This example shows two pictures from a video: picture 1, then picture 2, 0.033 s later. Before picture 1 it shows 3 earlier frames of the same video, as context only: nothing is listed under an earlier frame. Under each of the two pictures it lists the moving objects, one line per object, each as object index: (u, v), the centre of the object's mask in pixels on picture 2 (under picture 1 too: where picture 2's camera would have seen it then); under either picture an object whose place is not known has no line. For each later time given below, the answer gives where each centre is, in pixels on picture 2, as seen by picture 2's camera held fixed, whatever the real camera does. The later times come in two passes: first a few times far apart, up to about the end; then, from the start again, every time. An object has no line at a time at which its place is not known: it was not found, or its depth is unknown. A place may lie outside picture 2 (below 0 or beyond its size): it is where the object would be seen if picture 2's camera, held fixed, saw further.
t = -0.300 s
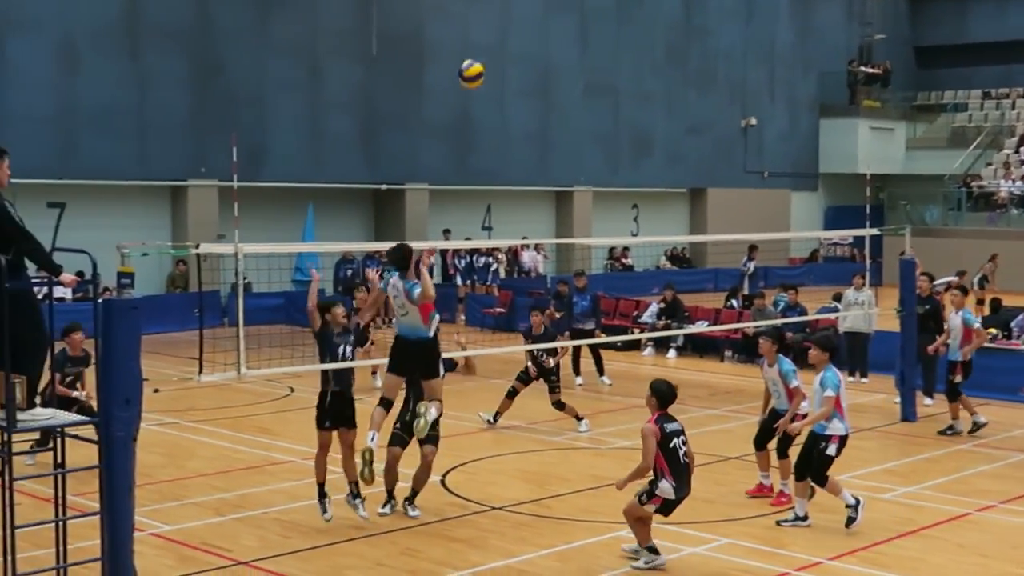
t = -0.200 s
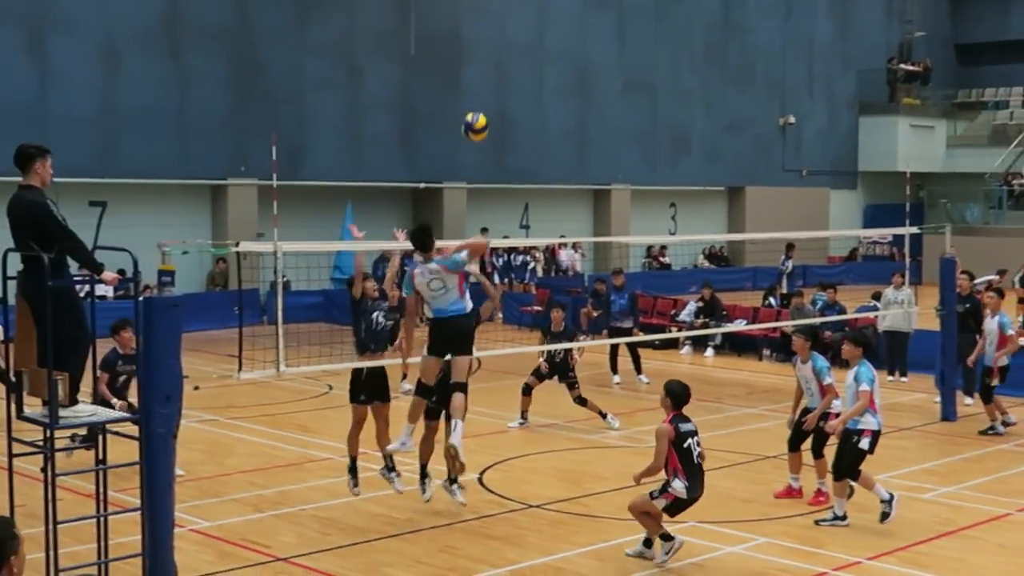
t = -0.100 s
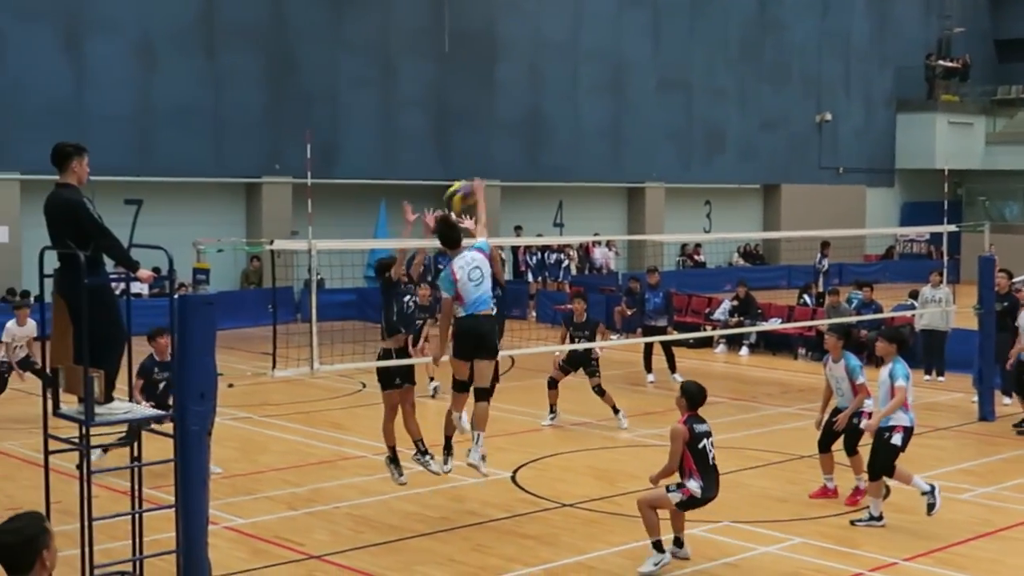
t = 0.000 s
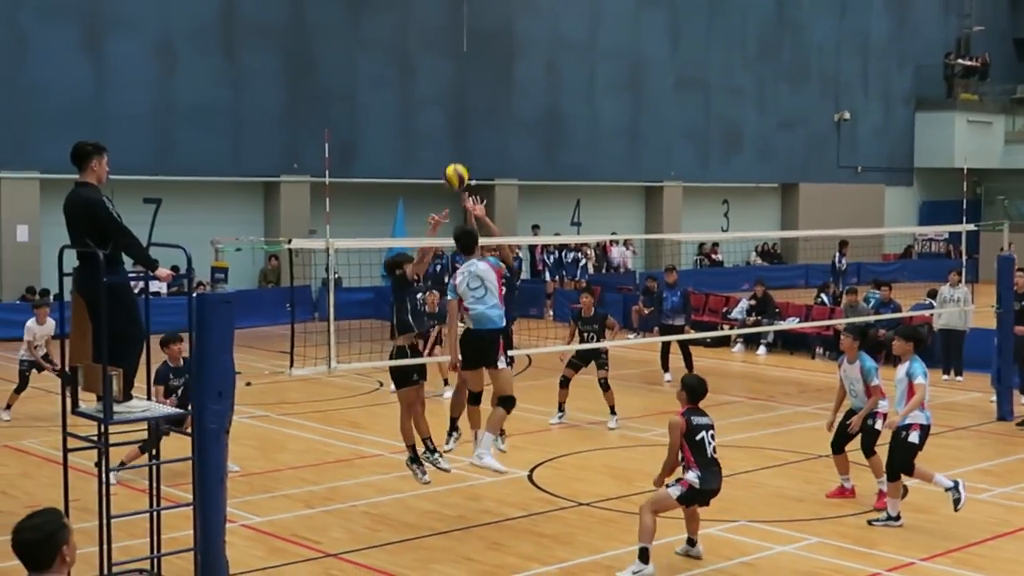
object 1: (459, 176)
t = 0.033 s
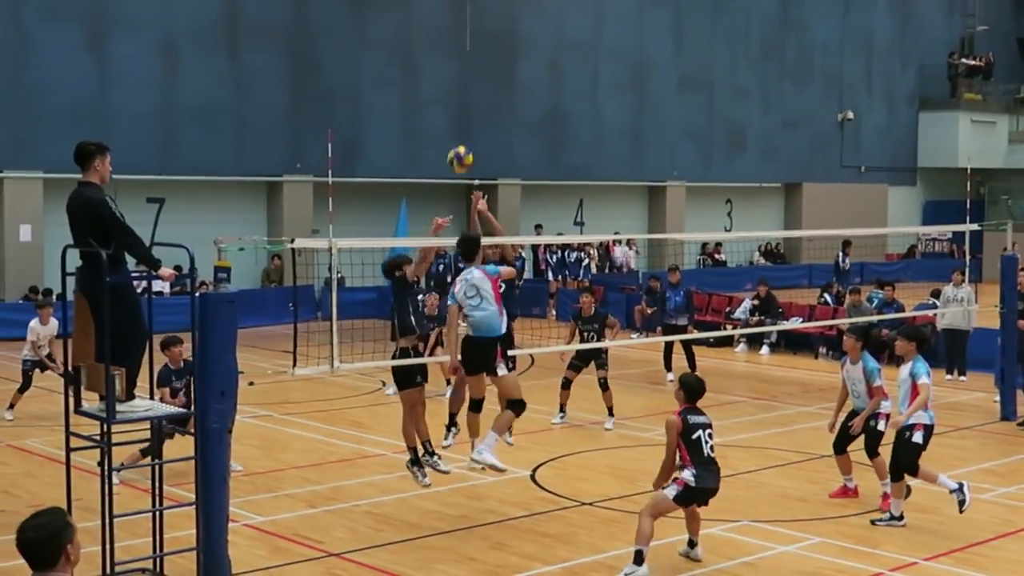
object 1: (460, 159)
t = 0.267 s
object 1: (471, 78)
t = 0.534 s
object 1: (481, 64)
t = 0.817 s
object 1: (492, 136)
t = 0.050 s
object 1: (461, 151)
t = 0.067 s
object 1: (461, 144)
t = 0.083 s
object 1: (462, 136)
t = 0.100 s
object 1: (464, 129)
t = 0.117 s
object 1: (465, 122)
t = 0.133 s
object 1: (465, 116)
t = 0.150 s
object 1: (466, 111)
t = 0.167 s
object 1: (466, 105)
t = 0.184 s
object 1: (467, 100)
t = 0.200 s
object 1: (468, 95)
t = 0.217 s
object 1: (469, 90)
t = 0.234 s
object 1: (470, 85)
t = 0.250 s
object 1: (470, 81)
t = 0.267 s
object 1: (471, 78)
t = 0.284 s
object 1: (472, 75)
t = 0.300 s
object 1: (472, 72)
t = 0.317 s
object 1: (473, 69)
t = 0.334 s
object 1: (474, 67)
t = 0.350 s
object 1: (475, 65)
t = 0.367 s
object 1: (475, 63)
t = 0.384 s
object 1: (476, 62)
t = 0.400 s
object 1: (476, 61)
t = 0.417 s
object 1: (477, 61)
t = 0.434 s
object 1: (477, 60)
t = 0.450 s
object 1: (478, 60)
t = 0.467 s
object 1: (479, 60)
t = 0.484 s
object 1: (480, 60)
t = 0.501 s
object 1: (480, 61)
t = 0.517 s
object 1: (481, 63)
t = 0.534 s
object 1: (481, 64)
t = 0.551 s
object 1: (482, 66)
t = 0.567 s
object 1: (483, 68)
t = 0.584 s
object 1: (484, 71)
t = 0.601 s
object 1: (485, 73)
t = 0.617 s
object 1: (485, 76)
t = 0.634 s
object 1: (485, 80)
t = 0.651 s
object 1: (486, 83)
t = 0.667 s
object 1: (487, 87)
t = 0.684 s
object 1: (488, 91)
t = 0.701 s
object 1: (488, 96)
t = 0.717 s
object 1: (489, 100)
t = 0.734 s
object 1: (489, 105)
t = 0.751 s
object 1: (490, 112)
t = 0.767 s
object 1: (490, 117)
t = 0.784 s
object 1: (491, 123)
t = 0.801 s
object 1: (491, 129)
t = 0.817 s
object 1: (492, 136)
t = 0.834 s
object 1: (493, 142)
